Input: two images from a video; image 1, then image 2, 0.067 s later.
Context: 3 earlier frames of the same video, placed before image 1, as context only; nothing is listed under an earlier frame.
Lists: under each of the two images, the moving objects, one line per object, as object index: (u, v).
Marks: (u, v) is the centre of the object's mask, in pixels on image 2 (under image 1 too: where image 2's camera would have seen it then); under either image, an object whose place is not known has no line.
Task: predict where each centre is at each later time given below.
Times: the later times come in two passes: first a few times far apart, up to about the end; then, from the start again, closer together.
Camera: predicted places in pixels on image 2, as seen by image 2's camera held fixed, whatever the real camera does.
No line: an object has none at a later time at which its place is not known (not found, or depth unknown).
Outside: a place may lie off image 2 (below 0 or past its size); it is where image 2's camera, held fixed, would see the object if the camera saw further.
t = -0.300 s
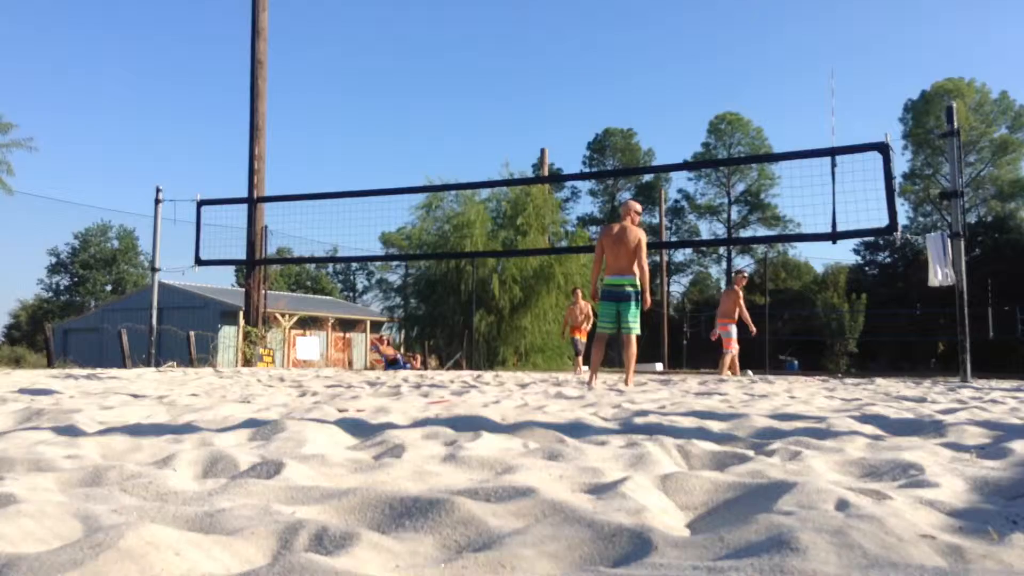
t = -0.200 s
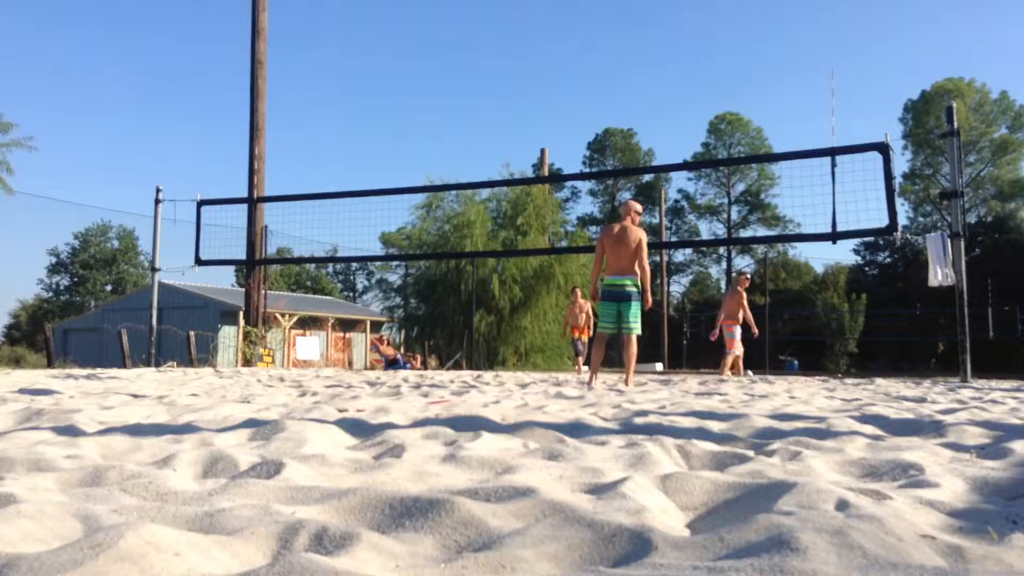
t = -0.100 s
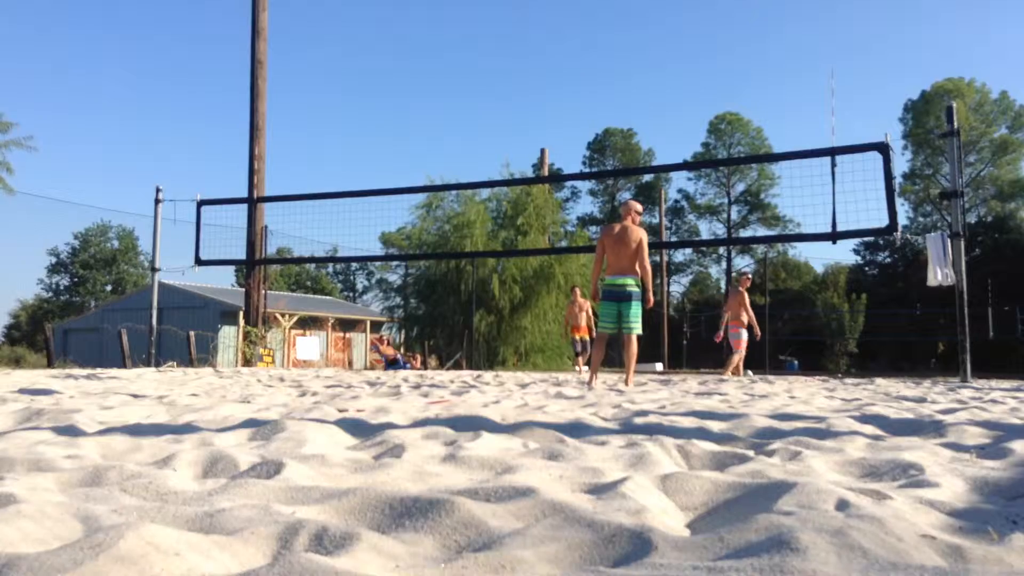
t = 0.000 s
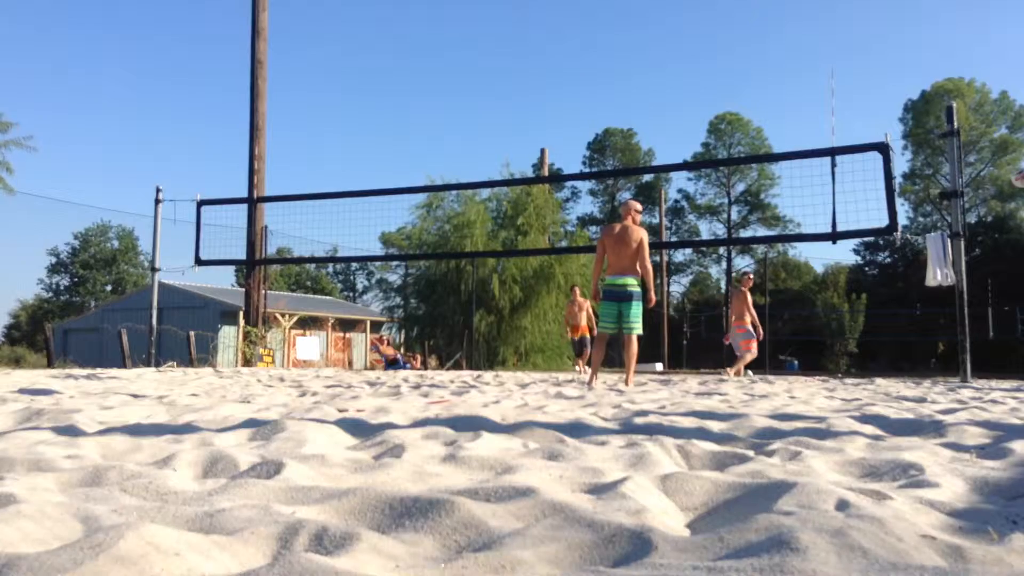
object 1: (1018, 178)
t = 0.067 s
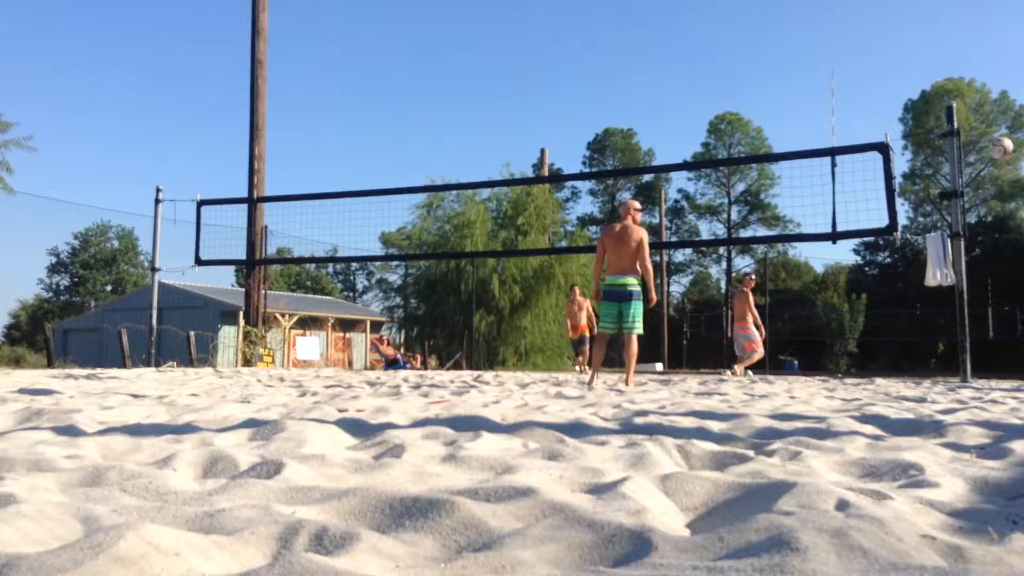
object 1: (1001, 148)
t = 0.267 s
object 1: (942, 84)
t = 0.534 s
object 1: (889, 55)
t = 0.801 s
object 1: (841, 90)
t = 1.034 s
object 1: (841, 135)
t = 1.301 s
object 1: (861, 222)
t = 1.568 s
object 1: (883, 373)
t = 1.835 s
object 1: (927, 314)
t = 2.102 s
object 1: (977, 317)
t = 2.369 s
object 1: (1019, 376)
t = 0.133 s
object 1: (978, 123)
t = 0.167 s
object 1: (968, 111)
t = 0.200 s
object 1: (956, 99)
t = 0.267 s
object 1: (942, 84)
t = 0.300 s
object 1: (935, 77)
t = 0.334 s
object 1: (928, 70)
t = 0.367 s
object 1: (922, 65)
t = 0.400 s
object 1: (915, 61)
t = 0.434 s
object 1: (909, 58)
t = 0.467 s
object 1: (902, 56)
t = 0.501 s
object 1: (896, 55)
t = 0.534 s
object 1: (889, 55)
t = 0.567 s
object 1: (883, 55)
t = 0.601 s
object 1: (876, 57)
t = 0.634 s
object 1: (870, 60)
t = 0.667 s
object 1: (864, 65)
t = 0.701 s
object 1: (858, 70)
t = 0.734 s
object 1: (852, 76)
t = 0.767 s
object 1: (846, 82)
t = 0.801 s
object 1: (841, 90)
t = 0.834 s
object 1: (837, 98)
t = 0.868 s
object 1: (833, 106)
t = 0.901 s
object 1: (833, 113)
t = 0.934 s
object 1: (834, 117)
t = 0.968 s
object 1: (836, 123)
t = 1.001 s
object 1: (839, 128)
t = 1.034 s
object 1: (841, 135)
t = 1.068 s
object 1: (844, 140)
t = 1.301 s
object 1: (861, 222)
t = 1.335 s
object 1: (864, 244)
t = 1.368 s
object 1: (867, 258)
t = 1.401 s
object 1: (869, 275)
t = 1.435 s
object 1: (872, 294)
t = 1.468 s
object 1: (874, 314)
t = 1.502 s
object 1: (877, 334)
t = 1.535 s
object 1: (880, 356)
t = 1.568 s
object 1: (883, 373)
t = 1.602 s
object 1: (888, 364)
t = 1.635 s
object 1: (893, 354)
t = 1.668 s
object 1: (899, 345)
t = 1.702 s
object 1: (904, 337)
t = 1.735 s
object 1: (910, 330)
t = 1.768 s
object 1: (915, 323)
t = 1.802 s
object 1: (921, 318)
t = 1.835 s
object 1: (927, 314)
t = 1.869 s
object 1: (933, 311)
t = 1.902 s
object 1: (939, 309)
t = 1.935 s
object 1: (945, 308)
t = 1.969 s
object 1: (949, 307)
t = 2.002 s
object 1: (952, 308)
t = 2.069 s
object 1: (974, 313)
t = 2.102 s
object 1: (977, 317)
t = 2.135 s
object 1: (983, 323)
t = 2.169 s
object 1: (989, 329)
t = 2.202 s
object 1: (996, 337)
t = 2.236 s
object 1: (1003, 345)
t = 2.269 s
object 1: (1009, 355)
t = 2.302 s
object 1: (1014, 367)
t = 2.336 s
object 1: (1018, 378)
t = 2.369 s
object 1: (1019, 376)
